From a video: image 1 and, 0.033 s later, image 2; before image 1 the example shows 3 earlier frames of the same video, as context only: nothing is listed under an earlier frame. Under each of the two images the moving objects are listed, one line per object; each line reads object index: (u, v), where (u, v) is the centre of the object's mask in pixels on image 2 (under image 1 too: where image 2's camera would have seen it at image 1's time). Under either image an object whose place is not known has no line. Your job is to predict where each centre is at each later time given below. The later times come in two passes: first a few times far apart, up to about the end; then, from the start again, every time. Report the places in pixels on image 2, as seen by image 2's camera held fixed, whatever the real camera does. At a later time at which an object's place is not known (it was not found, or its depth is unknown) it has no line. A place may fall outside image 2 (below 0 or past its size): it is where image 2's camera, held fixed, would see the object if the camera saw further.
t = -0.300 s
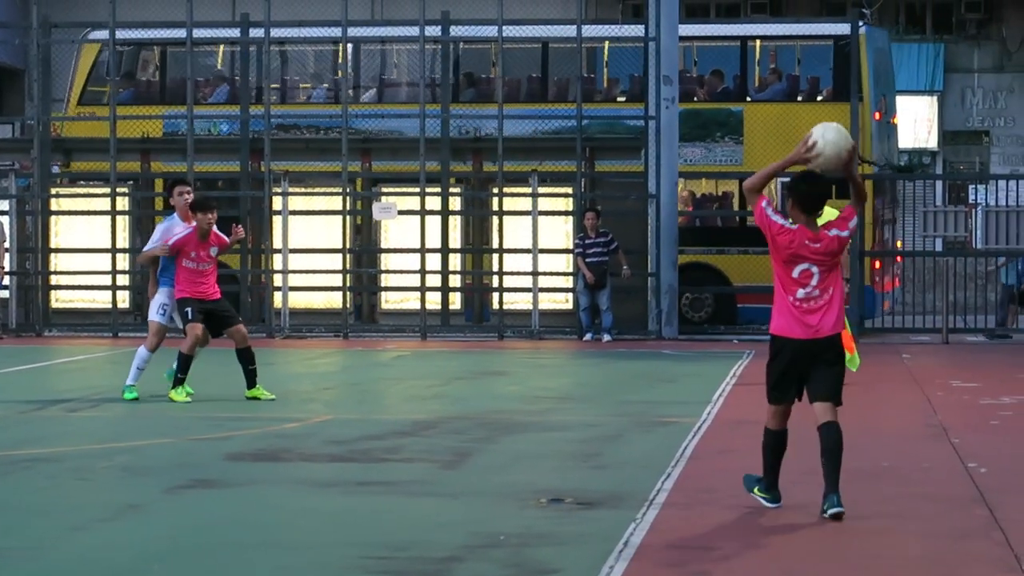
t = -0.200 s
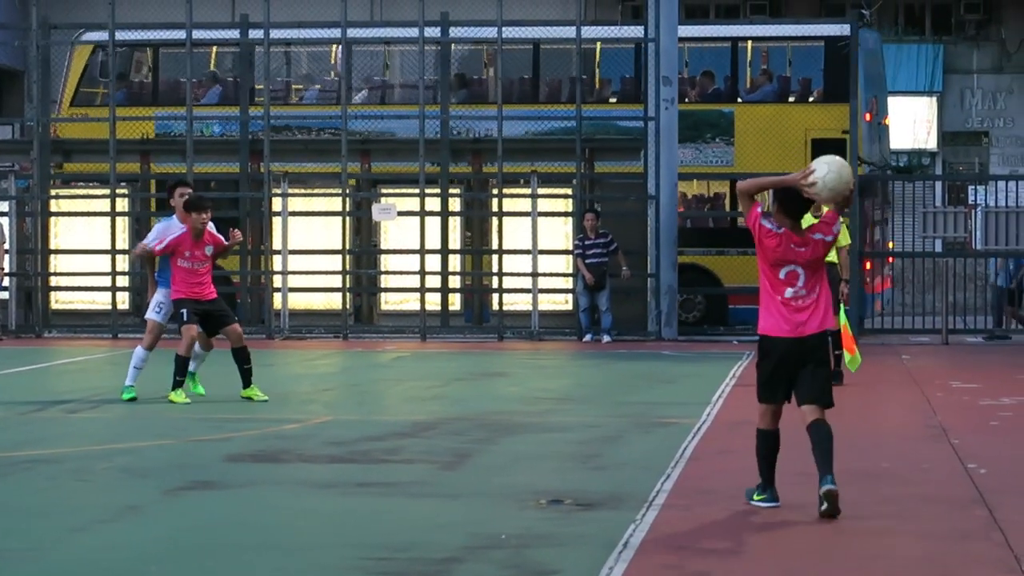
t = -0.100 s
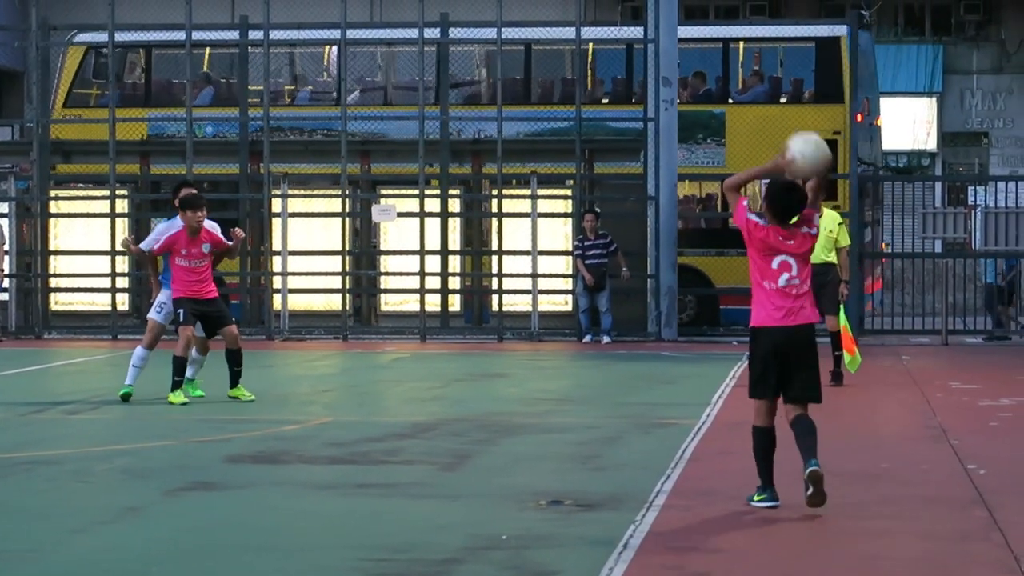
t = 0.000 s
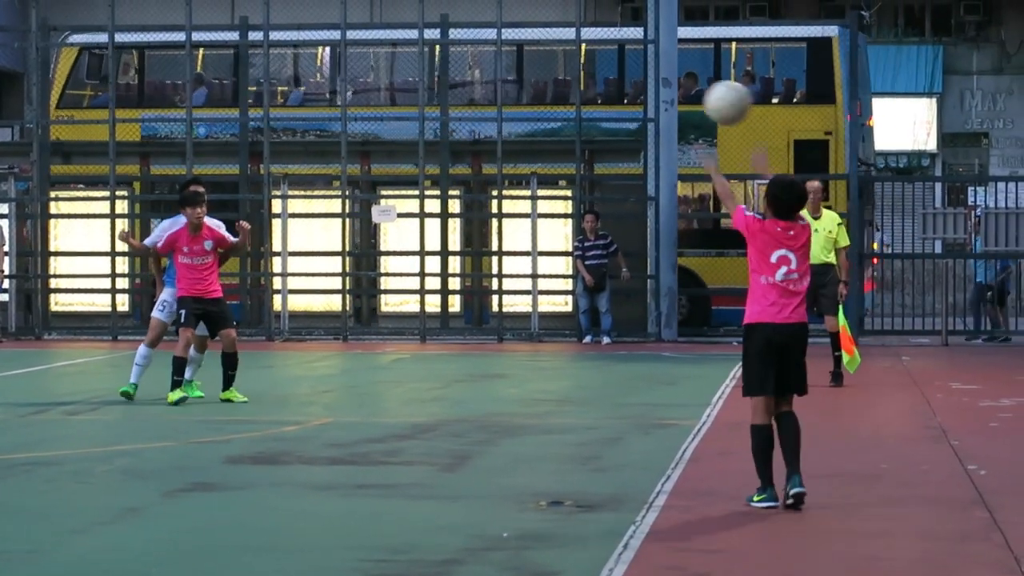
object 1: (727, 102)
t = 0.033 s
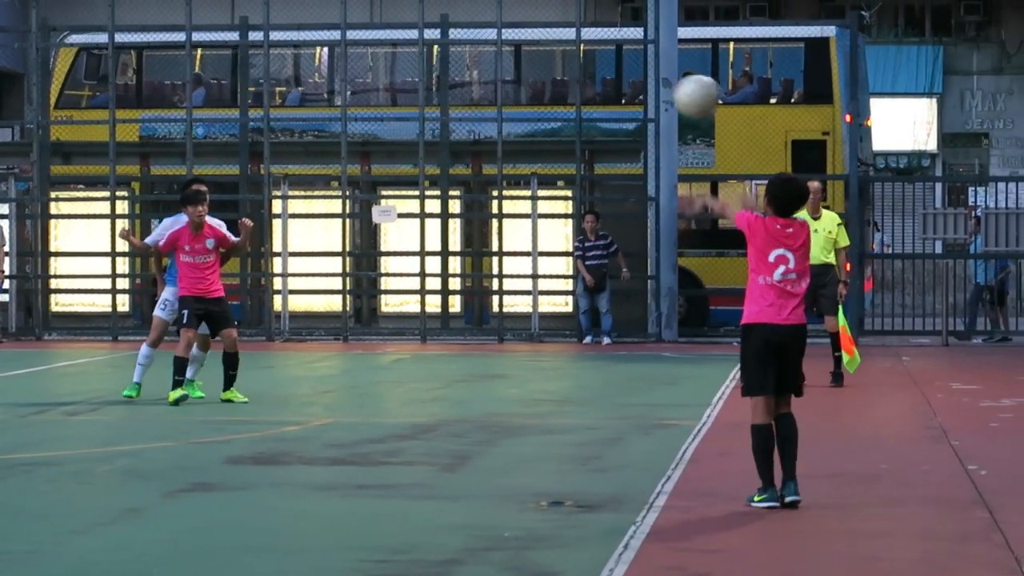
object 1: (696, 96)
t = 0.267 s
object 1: (513, 107)
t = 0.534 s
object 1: (362, 212)
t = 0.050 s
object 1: (682, 93)
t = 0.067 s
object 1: (667, 91)
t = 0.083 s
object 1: (653, 91)
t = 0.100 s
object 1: (638, 90)
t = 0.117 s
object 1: (624, 90)
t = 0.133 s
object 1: (611, 90)
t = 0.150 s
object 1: (598, 91)
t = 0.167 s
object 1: (585, 92)
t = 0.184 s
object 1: (572, 93)
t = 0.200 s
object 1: (561, 95)
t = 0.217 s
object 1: (548, 98)
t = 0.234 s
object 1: (537, 100)
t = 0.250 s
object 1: (525, 104)
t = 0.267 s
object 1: (513, 107)
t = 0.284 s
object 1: (502, 112)
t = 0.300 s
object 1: (491, 116)
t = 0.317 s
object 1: (481, 121)
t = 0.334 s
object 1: (471, 127)
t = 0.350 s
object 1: (461, 132)
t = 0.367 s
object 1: (450, 138)
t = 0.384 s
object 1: (440, 145)
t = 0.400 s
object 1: (430, 150)
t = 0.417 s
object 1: (421, 157)
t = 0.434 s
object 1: (412, 164)
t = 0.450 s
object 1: (403, 171)
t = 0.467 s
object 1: (394, 179)
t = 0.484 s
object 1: (385, 187)
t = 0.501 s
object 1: (377, 194)
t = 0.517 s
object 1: (369, 204)
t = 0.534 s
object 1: (362, 212)
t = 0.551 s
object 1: (355, 221)
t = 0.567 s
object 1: (347, 230)
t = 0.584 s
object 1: (339, 240)
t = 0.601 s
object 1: (330, 251)
